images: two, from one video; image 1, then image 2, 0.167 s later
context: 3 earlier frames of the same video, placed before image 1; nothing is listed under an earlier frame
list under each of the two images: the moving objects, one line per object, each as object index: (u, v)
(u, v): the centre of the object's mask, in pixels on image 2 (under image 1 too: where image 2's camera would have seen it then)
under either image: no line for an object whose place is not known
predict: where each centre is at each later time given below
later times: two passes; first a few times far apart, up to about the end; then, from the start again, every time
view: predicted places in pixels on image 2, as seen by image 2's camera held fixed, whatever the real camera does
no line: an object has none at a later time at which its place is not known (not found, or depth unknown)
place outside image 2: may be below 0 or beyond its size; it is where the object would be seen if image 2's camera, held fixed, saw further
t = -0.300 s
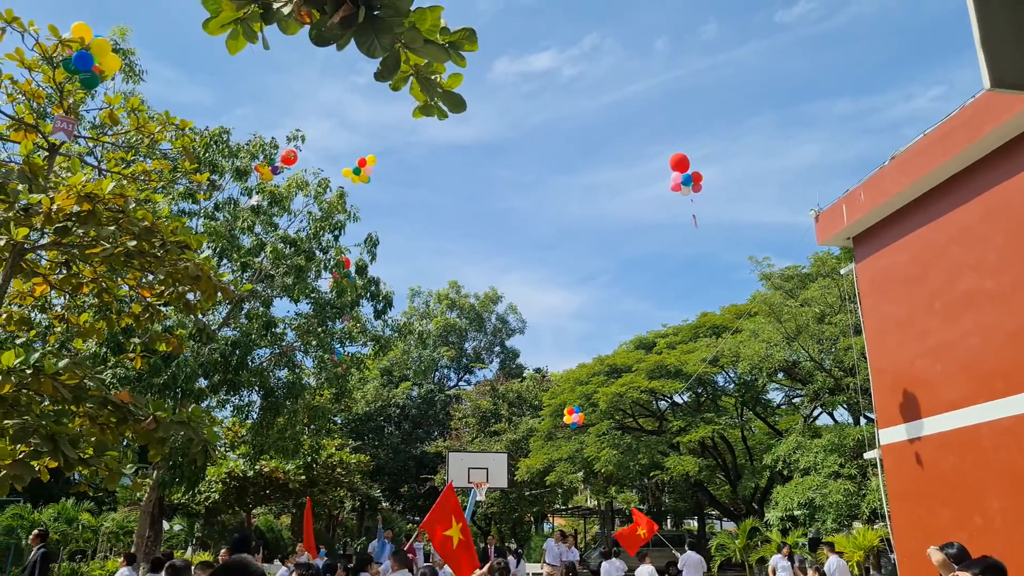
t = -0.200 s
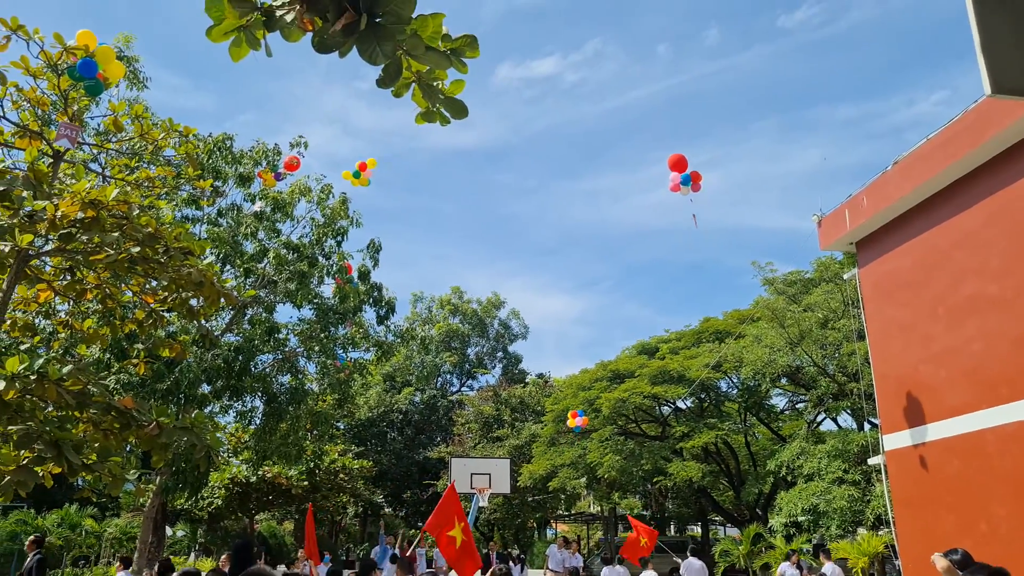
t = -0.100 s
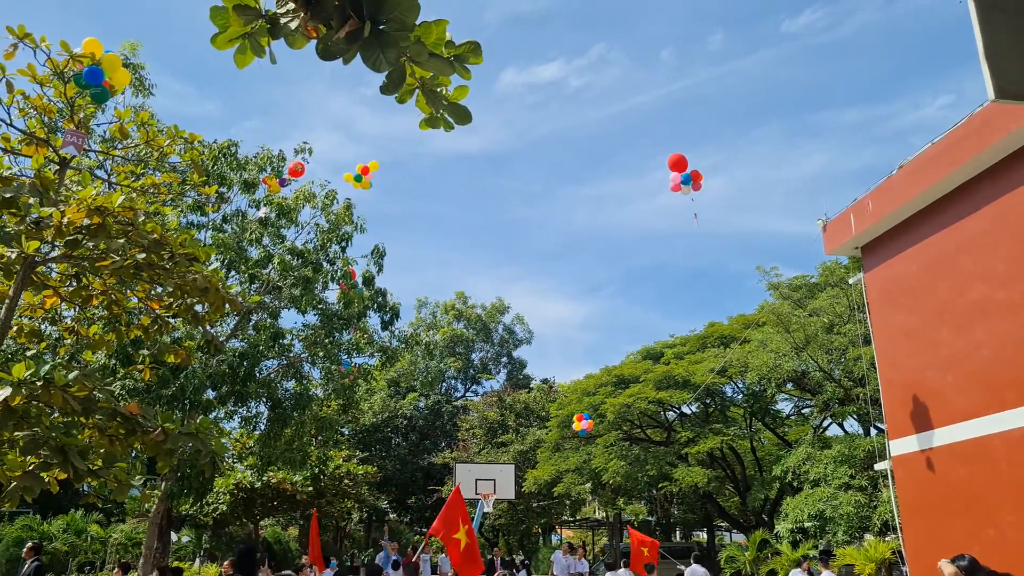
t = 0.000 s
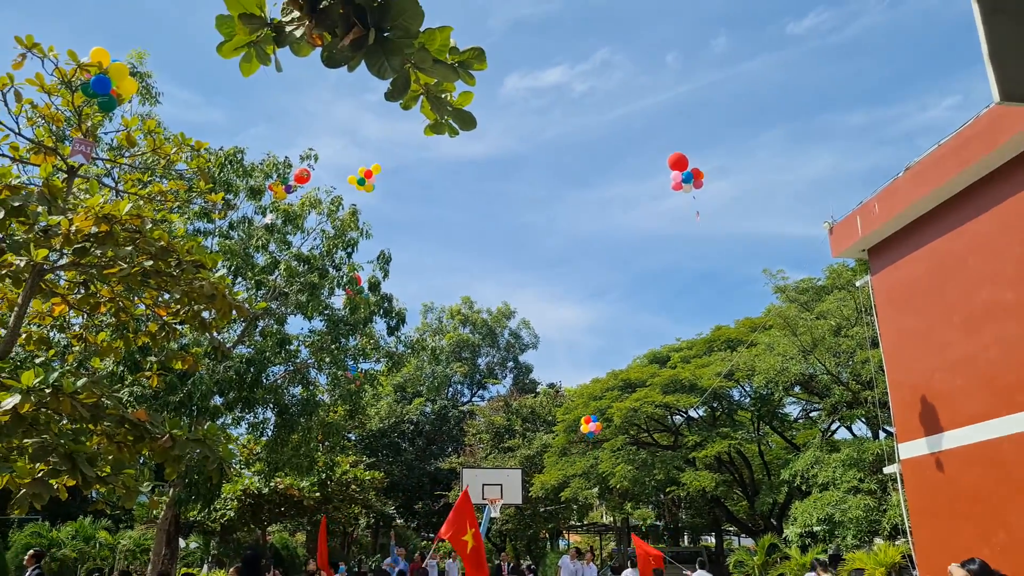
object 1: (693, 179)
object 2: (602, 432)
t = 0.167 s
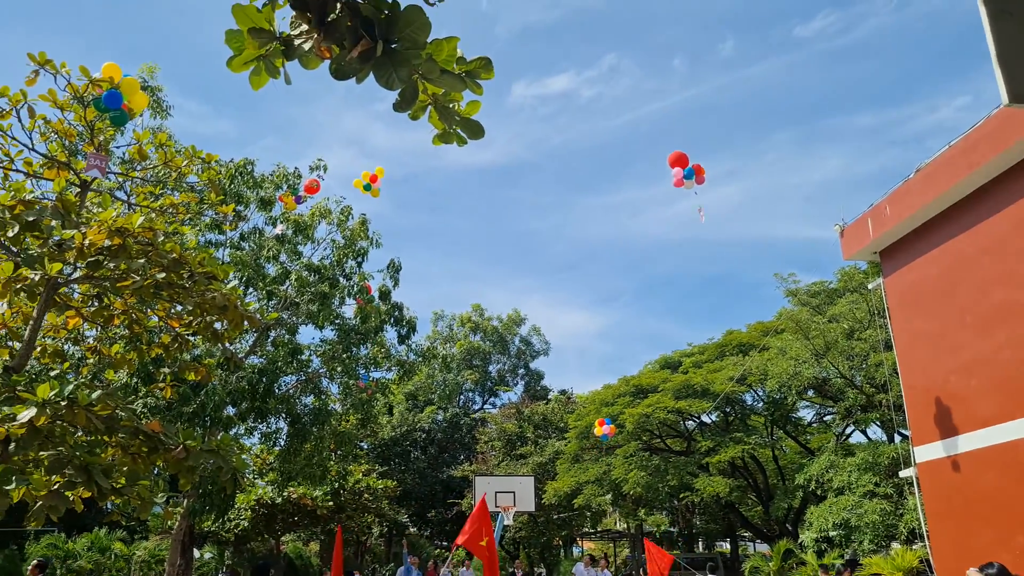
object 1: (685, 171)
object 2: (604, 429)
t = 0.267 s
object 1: (680, 167)
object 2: (605, 427)
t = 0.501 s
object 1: (668, 158)
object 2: (608, 421)
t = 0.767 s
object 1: (652, 149)
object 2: (612, 414)
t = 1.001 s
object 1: (638, 143)
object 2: (615, 408)
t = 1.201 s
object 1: (627, 138)
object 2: (618, 403)
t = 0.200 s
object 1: (684, 169)
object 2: (605, 428)
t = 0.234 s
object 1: (682, 168)
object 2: (605, 428)
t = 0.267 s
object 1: (680, 167)
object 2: (605, 427)
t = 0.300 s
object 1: (679, 165)
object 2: (606, 426)
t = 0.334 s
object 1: (677, 164)
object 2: (606, 426)
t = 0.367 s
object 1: (675, 163)
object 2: (607, 424)
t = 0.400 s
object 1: (674, 162)
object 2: (607, 424)
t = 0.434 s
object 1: (672, 161)
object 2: (607, 423)
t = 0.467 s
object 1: (670, 159)
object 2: (608, 423)
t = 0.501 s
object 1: (668, 158)
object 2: (608, 421)
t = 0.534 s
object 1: (666, 157)
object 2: (609, 420)
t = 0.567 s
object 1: (665, 156)
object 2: (609, 419)
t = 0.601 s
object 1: (662, 154)
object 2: (610, 418)
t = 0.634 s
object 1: (660, 153)
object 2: (610, 418)
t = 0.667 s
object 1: (658, 152)
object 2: (610, 417)
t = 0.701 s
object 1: (656, 151)
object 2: (611, 415)
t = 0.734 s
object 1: (654, 150)
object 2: (611, 415)
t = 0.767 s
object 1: (652, 149)
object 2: (612, 414)
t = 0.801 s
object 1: (650, 148)
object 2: (612, 413)
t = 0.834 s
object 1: (648, 147)
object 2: (613, 412)
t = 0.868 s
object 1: (646, 146)
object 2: (613, 412)
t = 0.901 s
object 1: (644, 145)
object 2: (614, 411)
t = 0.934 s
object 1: (642, 144)
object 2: (615, 410)
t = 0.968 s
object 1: (640, 143)
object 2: (615, 409)
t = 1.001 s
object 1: (638, 143)
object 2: (615, 408)
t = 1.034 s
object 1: (636, 142)
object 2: (616, 407)
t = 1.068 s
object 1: (634, 141)
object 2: (616, 406)
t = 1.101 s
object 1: (632, 140)
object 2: (616, 405)
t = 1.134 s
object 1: (630, 140)
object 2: (616, 405)
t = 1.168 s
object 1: (628, 139)
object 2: (617, 404)
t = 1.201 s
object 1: (627, 138)
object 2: (618, 403)
